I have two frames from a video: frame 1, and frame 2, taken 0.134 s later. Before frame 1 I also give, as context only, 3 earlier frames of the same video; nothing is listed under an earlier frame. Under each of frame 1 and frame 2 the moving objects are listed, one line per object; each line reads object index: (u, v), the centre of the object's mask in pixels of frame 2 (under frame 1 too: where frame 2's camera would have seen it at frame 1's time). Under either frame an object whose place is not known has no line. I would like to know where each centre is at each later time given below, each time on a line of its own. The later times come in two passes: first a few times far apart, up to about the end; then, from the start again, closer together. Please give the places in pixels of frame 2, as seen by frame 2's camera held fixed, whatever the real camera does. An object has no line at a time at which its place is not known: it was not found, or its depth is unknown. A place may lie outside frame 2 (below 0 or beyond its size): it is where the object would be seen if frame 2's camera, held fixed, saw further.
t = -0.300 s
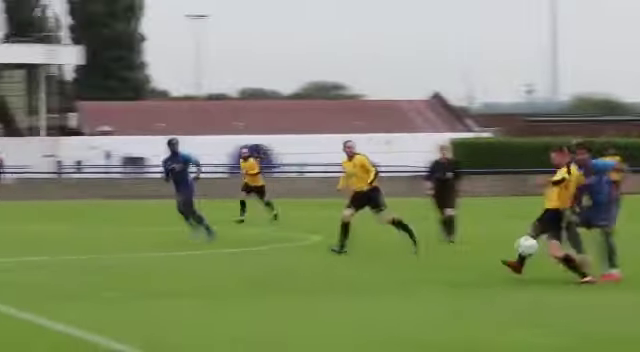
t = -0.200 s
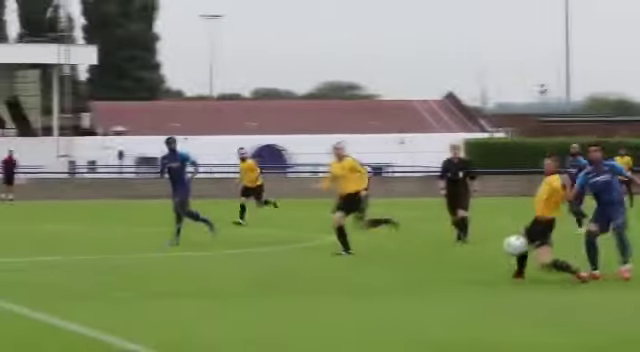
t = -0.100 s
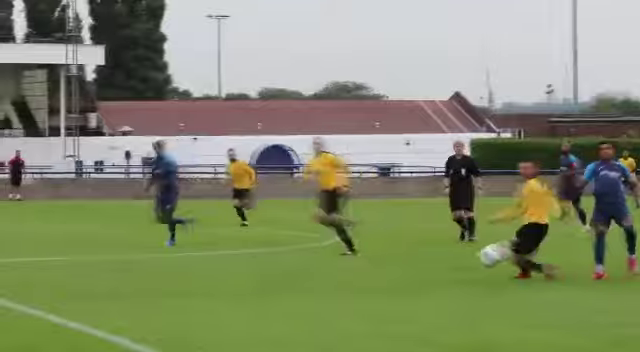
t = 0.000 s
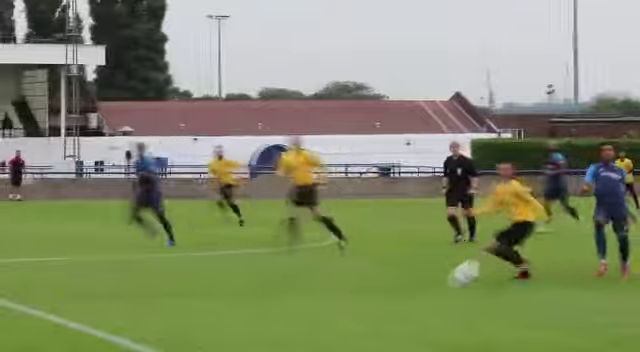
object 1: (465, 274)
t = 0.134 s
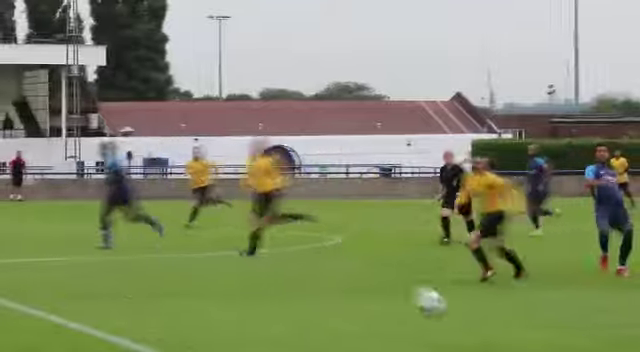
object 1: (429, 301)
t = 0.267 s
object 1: (401, 291)
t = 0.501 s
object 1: (350, 327)
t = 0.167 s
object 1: (422, 297)
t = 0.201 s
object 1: (417, 294)
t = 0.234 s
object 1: (409, 292)
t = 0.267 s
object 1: (401, 291)
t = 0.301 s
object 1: (394, 291)
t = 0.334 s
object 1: (387, 294)
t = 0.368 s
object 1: (380, 296)
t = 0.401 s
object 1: (374, 300)
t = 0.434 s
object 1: (368, 307)
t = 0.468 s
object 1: (359, 317)
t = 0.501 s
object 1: (350, 327)
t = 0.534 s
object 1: (344, 331)
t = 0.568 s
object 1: (342, 332)
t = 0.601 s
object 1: (335, 319)
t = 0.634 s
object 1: (328, 319)
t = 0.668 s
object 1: (321, 326)
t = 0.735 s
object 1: (309, 339)
